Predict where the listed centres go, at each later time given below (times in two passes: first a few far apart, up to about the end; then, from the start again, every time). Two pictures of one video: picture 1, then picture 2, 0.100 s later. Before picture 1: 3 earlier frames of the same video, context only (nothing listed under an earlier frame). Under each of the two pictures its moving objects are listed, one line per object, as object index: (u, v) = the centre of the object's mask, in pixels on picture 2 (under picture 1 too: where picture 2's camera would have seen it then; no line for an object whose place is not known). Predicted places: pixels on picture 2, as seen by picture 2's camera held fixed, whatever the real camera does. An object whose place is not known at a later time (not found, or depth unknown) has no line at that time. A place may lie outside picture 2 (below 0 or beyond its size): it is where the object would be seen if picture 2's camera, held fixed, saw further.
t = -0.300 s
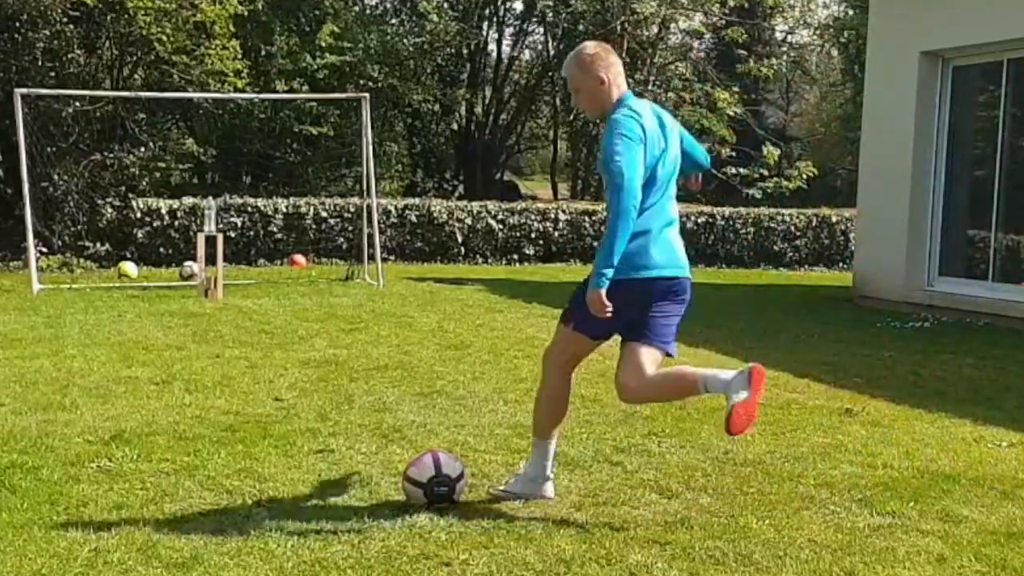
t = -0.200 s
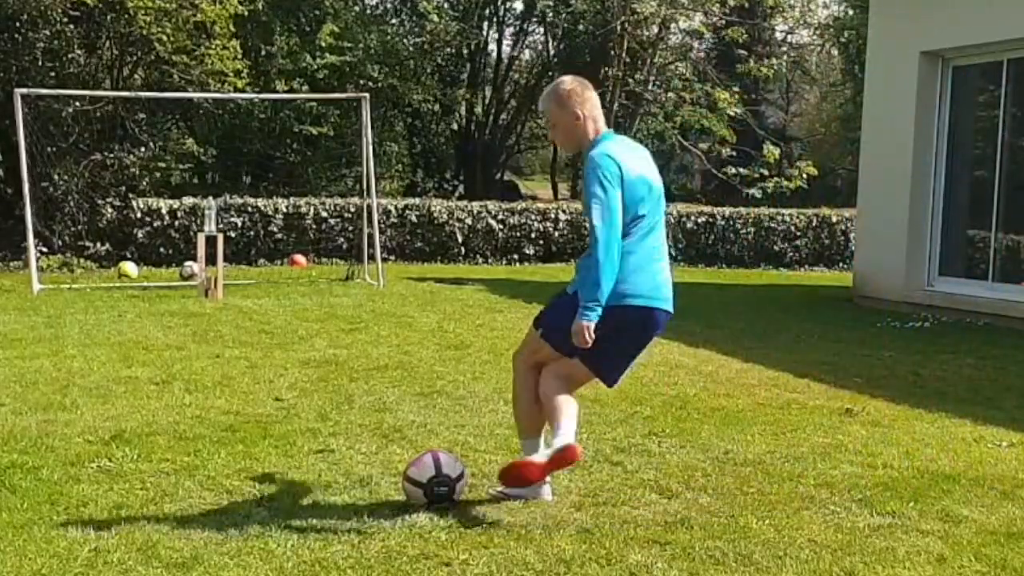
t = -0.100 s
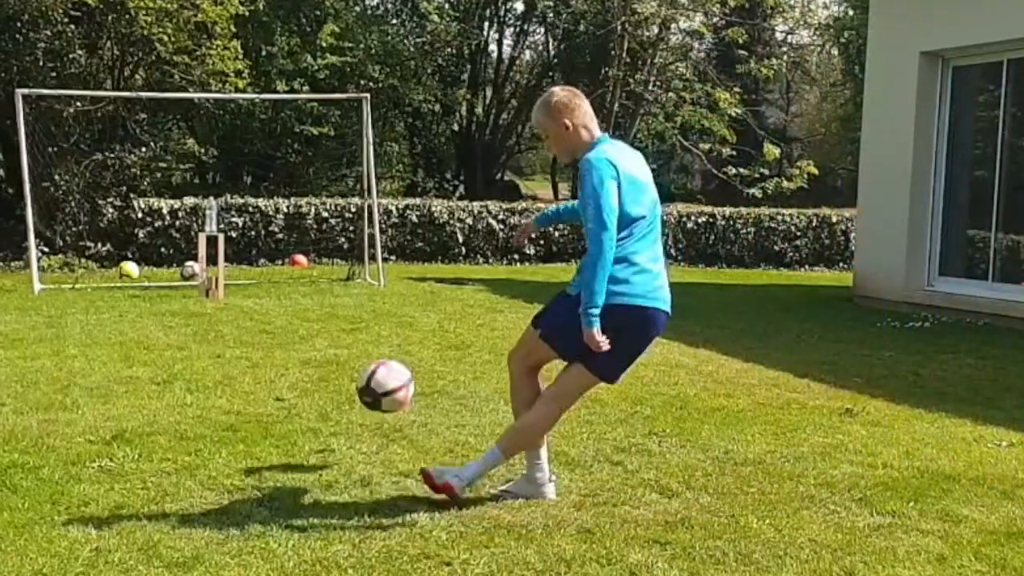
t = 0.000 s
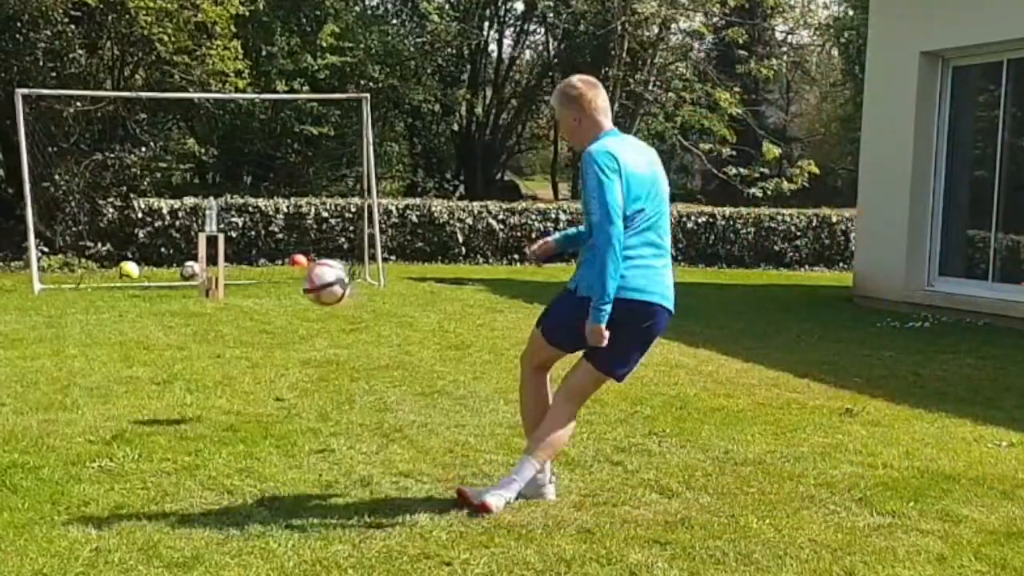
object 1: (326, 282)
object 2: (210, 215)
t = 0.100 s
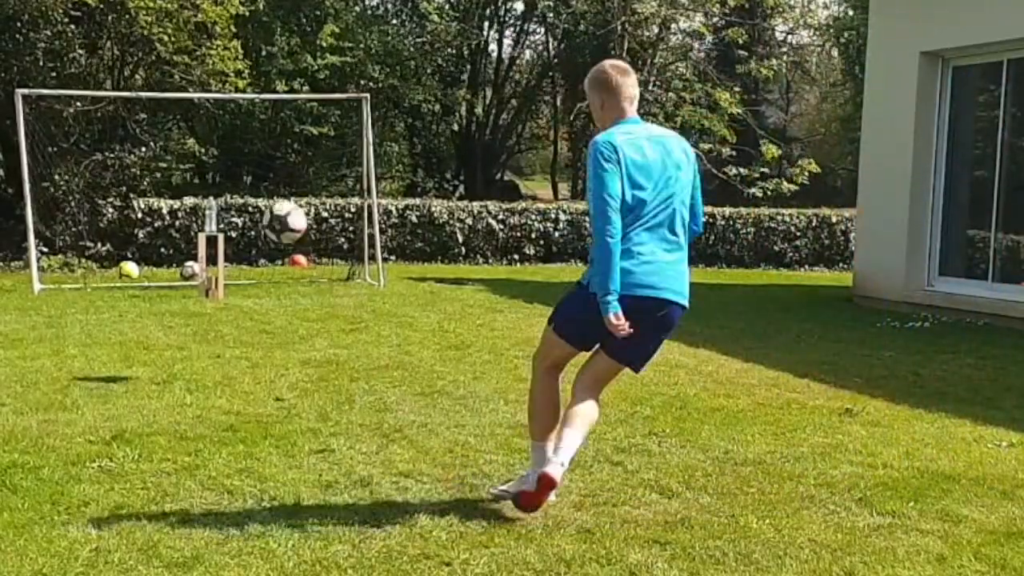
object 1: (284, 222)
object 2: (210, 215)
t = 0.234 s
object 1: (248, 183)
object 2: (210, 216)
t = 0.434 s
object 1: (217, 185)
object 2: (210, 217)
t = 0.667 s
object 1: (192, 216)
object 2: (224, 238)
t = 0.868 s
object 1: (162, 216)
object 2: (249, 268)
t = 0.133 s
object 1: (275, 208)
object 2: (210, 215)
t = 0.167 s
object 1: (265, 198)
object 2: (210, 215)
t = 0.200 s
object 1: (255, 188)
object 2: (210, 216)
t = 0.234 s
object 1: (248, 183)
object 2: (210, 216)
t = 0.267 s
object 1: (242, 180)
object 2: (210, 216)
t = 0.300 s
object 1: (236, 179)
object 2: (210, 215)
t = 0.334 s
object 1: (231, 178)
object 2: (210, 216)
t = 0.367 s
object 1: (225, 179)
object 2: (210, 216)
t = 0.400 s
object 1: (221, 182)
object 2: (210, 216)
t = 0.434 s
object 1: (217, 185)
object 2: (210, 217)
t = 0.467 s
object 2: (210, 219)
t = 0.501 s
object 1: (211, 193)
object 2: (210, 221)
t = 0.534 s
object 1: (207, 202)
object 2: (210, 223)
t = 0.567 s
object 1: (208, 208)
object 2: (211, 226)
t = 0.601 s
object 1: (203, 215)
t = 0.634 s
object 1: (198, 214)
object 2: (219, 239)
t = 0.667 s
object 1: (192, 216)
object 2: (224, 238)
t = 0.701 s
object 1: (187, 218)
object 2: (231, 243)
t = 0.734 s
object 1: (185, 219)
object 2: (239, 256)
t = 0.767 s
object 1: (178, 221)
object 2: (246, 270)
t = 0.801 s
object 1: (171, 221)
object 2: (250, 276)
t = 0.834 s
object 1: (166, 219)
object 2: (249, 271)
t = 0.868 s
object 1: (162, 216)
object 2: (249, 268)
